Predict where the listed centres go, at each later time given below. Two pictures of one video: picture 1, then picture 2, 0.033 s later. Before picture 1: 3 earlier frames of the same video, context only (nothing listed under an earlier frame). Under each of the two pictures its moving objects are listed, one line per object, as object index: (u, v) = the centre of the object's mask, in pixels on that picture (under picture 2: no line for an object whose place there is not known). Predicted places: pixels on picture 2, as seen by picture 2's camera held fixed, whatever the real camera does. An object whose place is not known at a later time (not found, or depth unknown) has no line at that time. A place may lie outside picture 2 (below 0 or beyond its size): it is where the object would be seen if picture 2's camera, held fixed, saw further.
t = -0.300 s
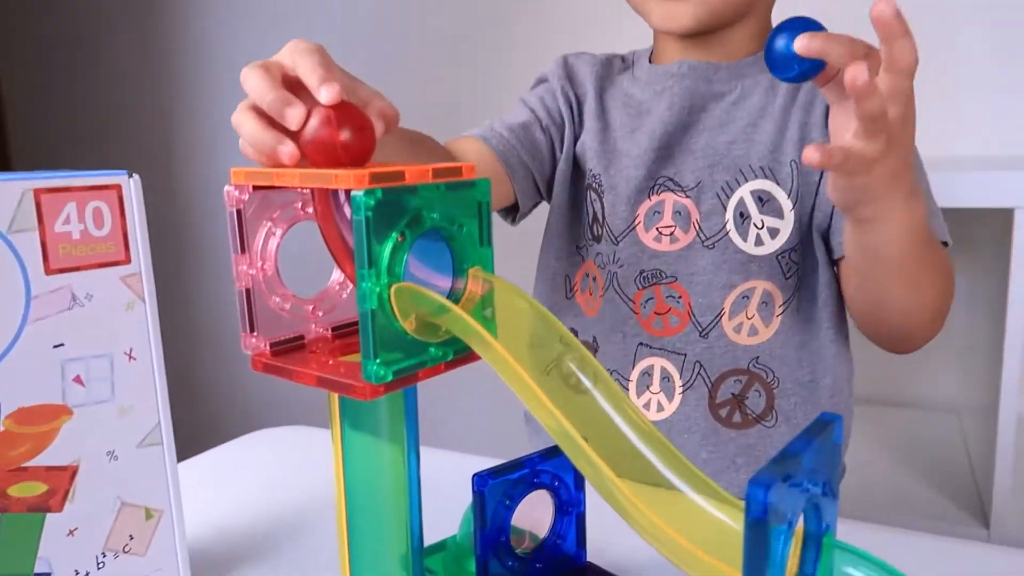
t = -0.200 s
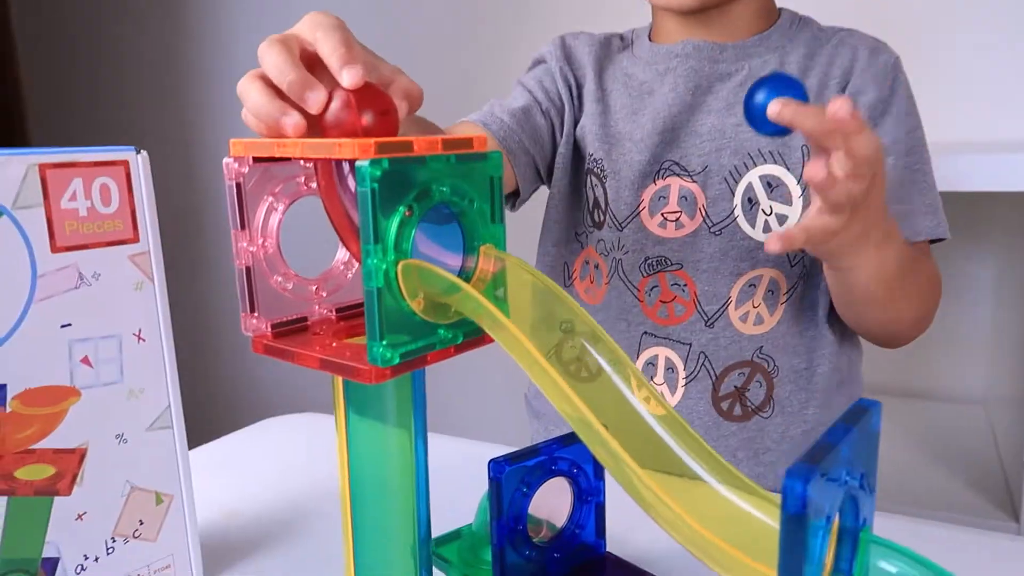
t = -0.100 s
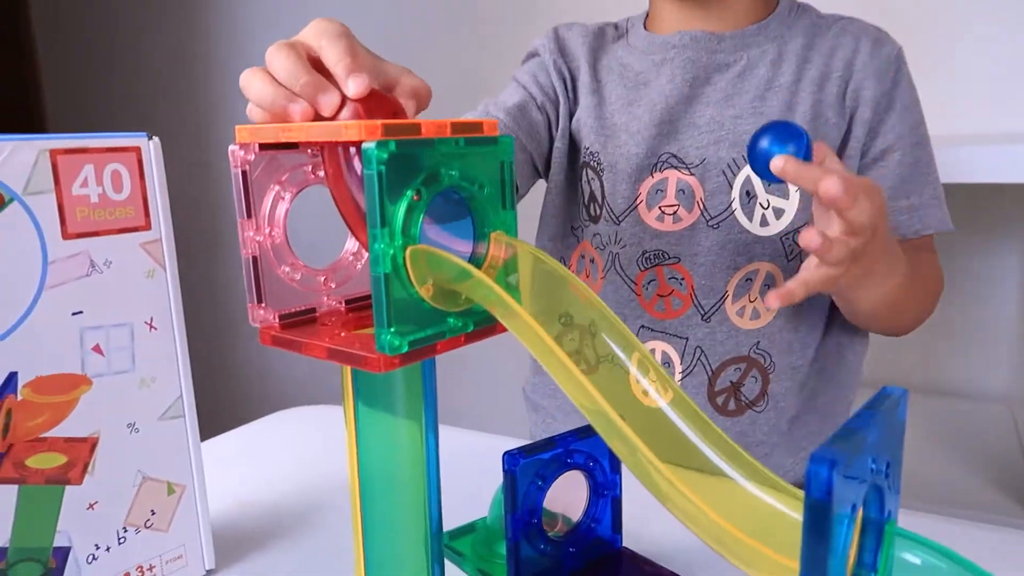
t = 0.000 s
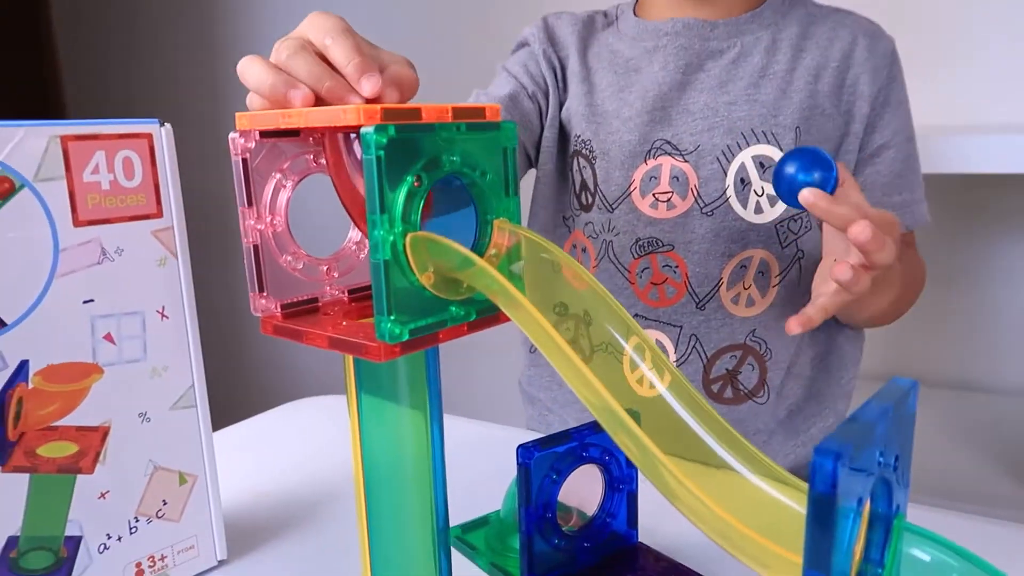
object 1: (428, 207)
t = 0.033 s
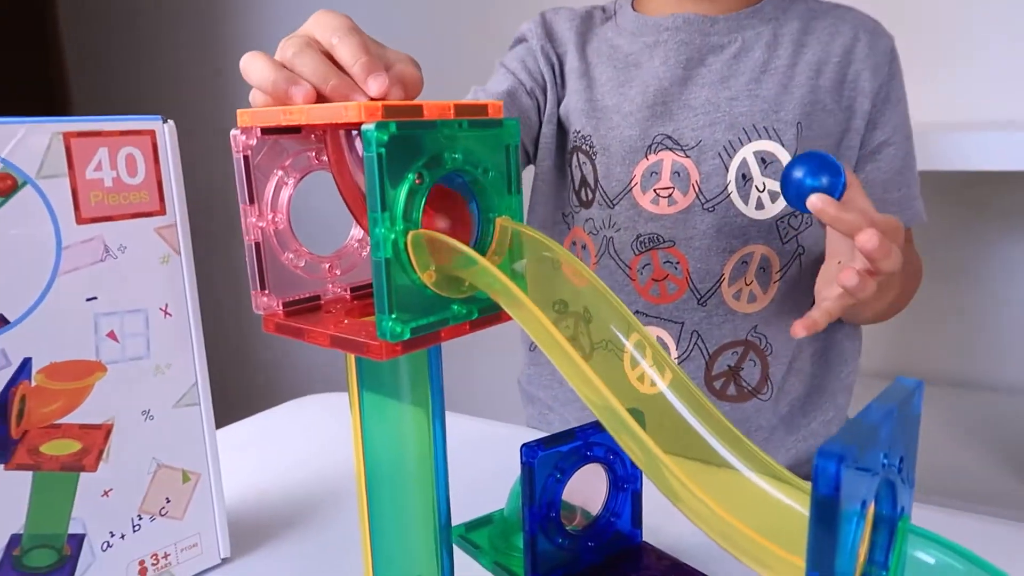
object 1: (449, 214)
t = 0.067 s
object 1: (477, 222)
